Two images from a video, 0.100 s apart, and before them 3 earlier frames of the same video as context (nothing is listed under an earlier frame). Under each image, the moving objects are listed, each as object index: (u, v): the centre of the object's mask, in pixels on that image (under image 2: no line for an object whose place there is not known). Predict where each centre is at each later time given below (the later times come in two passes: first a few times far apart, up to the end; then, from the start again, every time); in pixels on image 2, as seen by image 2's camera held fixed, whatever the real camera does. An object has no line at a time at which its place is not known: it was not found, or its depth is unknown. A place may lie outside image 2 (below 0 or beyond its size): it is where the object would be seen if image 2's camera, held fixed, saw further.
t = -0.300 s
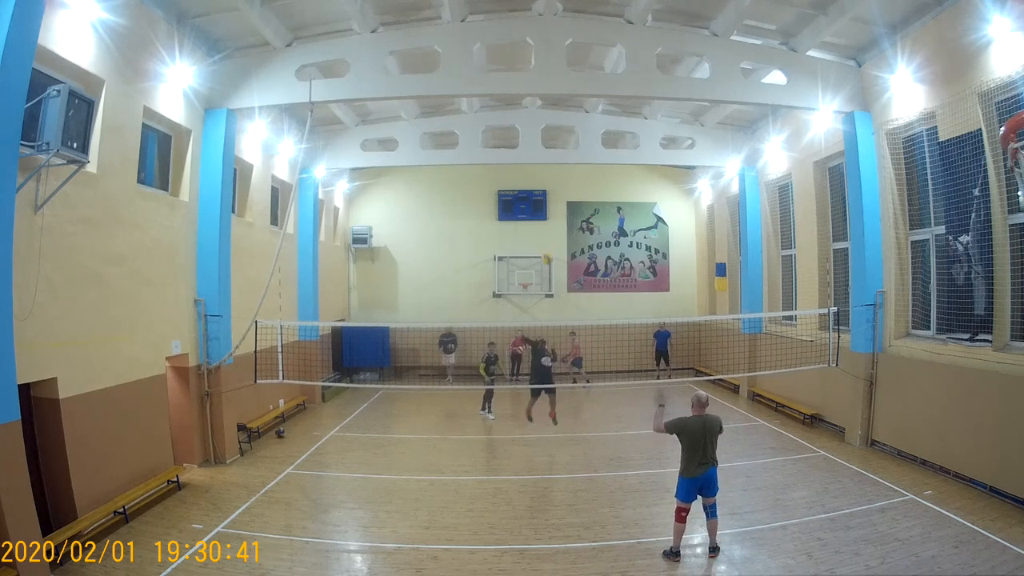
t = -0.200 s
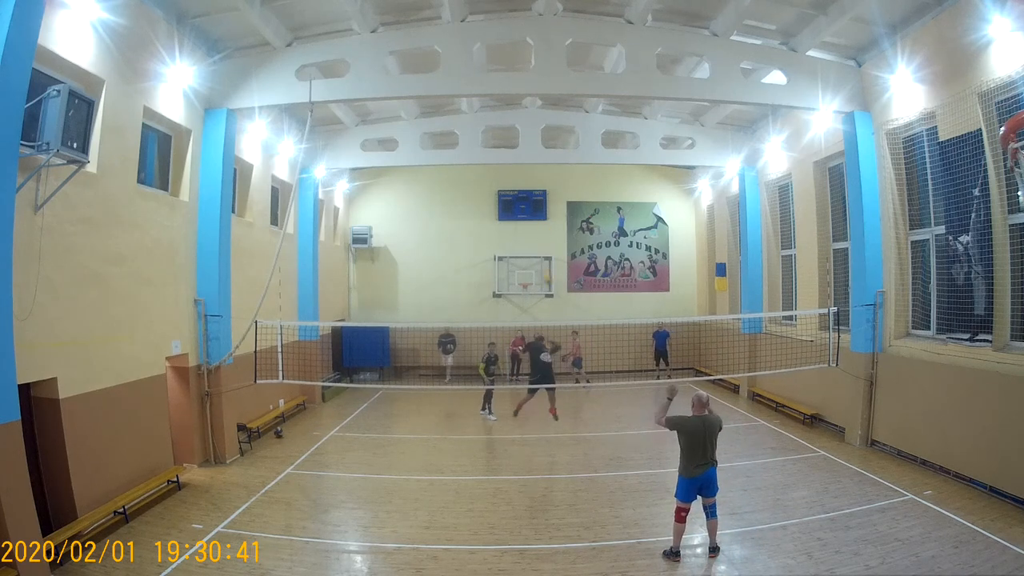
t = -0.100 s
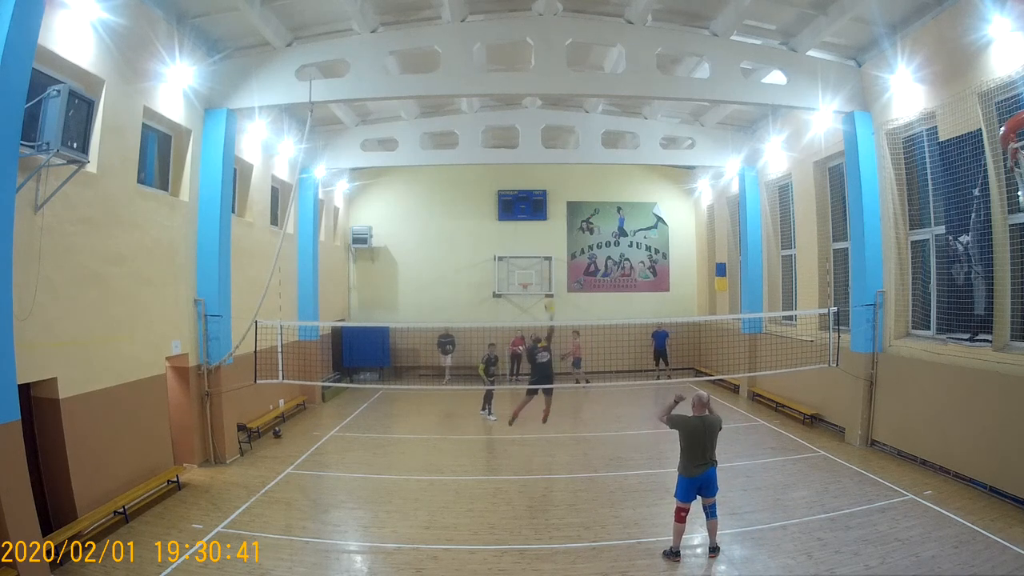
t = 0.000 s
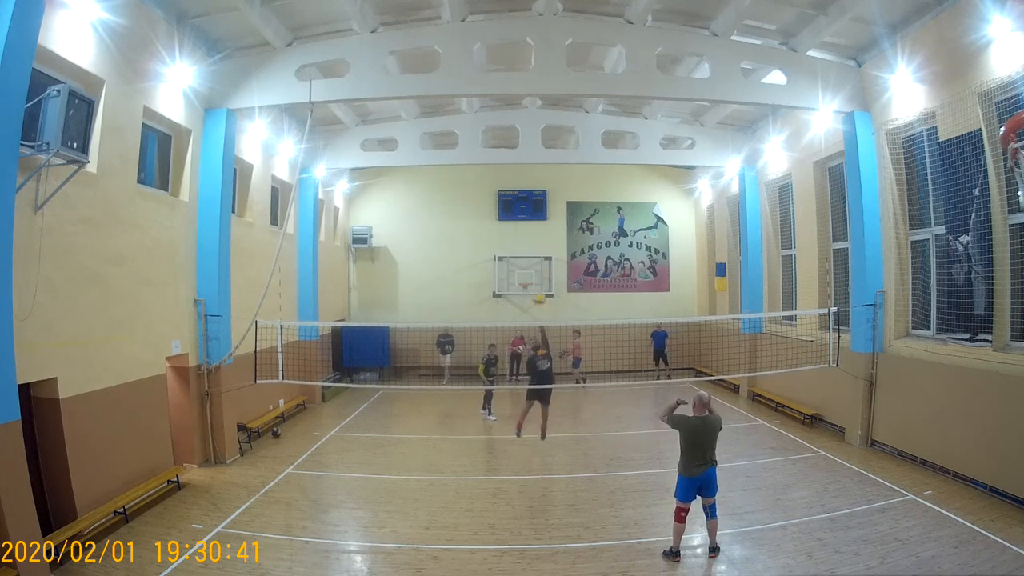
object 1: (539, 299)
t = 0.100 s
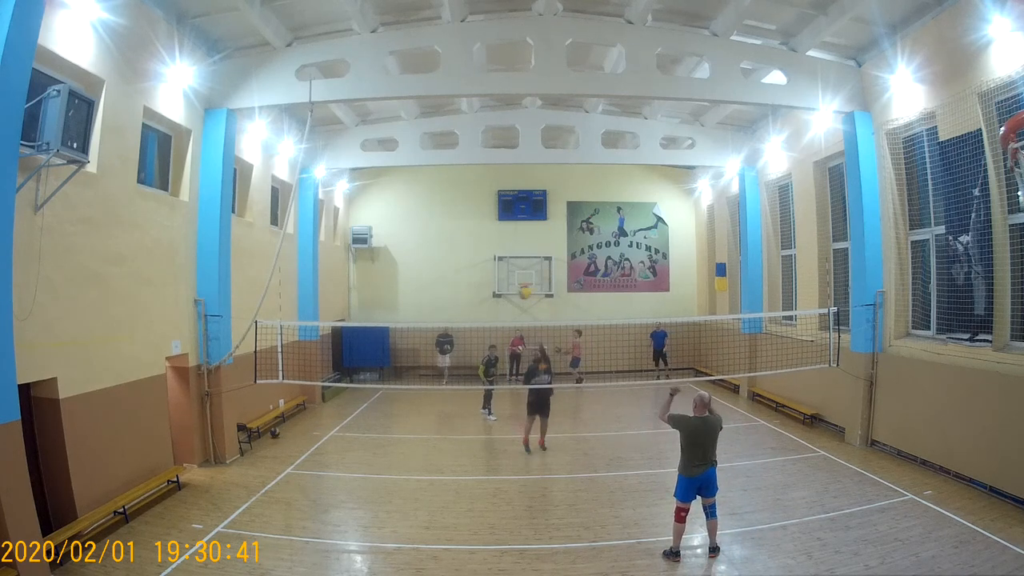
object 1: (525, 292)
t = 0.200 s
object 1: (504, 292)
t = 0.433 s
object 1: (429, 347)
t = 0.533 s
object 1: (373, 424)
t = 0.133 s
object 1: (518, 291)
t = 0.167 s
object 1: (510, 291)
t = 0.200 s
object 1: (504, 292)
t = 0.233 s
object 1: (497, 295)
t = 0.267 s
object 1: (489, 298)
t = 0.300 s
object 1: (480, 303)
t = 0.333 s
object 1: (471, 308)
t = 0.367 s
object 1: (458, 318)
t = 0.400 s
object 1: (445, 330)
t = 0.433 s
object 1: (429, 347)
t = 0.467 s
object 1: (413, 365)
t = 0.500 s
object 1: (395, 393)
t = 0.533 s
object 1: (373, 424)
